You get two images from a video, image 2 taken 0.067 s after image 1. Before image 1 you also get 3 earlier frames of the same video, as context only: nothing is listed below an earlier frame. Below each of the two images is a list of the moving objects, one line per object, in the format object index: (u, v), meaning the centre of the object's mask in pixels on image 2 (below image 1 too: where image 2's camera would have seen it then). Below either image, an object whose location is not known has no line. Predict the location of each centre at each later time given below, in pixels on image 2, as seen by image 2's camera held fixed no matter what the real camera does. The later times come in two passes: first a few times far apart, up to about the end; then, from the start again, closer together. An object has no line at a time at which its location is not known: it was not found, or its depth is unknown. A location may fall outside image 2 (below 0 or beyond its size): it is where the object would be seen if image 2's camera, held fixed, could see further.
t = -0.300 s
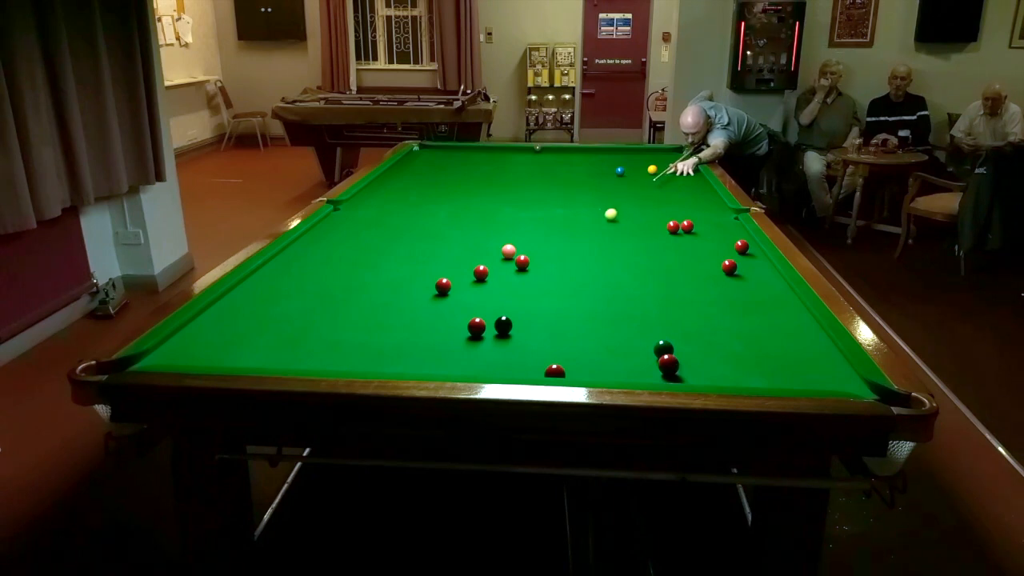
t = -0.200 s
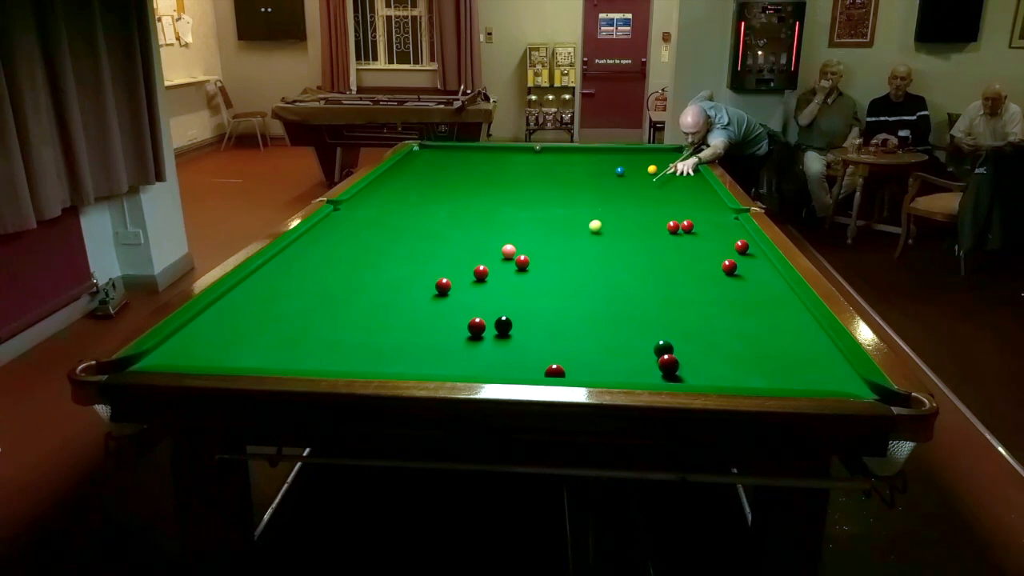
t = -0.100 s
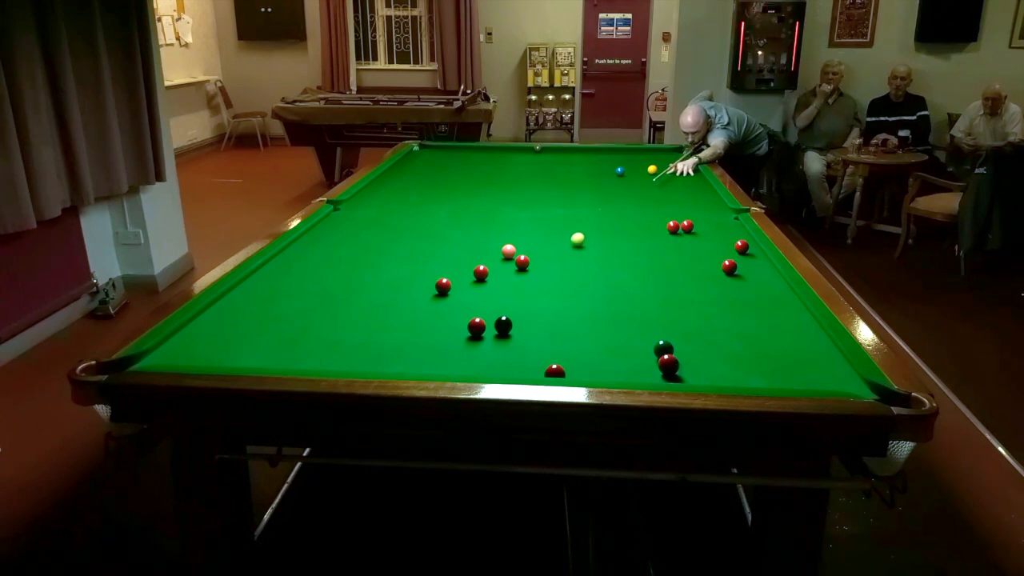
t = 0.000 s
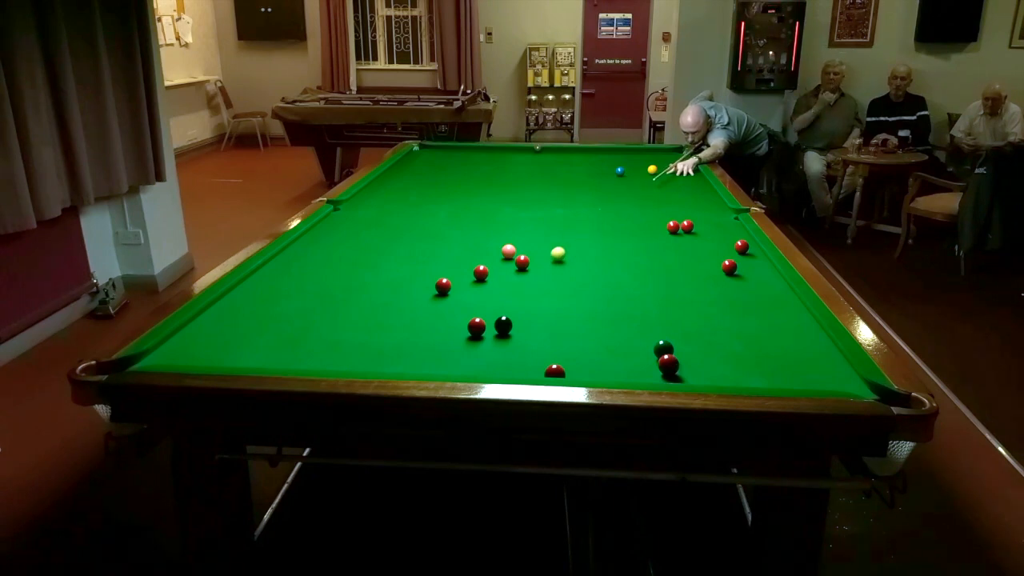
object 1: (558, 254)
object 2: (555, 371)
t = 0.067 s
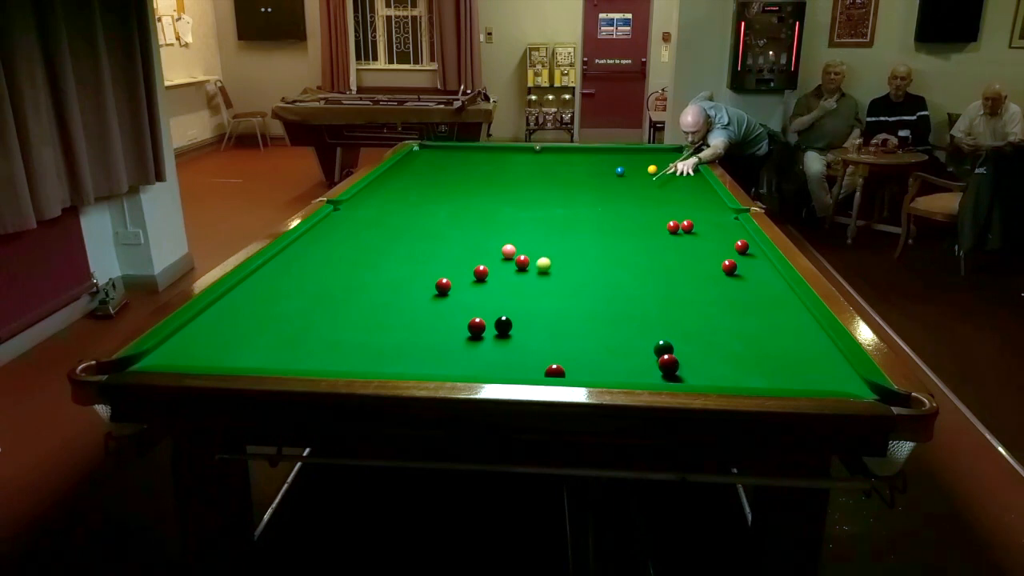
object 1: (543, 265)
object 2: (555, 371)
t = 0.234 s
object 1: (500, 296)
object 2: (555, 371)
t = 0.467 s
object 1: (399, 339)
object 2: (555, 371)
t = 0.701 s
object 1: (292, 355)
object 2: (555, 371)
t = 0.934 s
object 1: (249, 326)
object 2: (585, 373)
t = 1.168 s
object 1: (221, 304)
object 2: (610, 373)
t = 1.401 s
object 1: (284, 288)
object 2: (632, 374)
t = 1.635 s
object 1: (337, 274)
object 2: (653, 374)
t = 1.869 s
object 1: (383, 262)
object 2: (671, 374)
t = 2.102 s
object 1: (423, 251)
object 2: (687, 375)
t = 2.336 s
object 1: (459, 242)
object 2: (701, 375)
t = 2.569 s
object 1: (490, 233)
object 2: (714, 375)
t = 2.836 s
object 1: (522, 225)
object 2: (725, 375)
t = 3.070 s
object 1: (546, 218)
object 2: (733, 376)
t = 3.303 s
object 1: (568, 212)
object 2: (738, 376)
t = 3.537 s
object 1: (588, 206)
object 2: (742, 376)
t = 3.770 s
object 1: (606, 201)
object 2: (742, 376)
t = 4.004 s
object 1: (622, 196)
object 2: (742, 376)
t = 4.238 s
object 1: (637, 192)
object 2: (742, 376)
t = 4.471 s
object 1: (650, 188)
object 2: (742, 376)
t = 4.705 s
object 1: (662, 184)
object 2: (742, 376)
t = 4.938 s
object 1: (673, 181)
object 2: (742, 376)
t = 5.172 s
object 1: (683, 178)
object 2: (741, 376)
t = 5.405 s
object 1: (692, 175)
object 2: (742, 376)
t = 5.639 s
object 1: (695, 173)
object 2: (742, 376)
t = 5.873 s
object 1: (689, 171)
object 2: (742, 376)
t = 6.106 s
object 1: (683, 170)
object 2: (742, 376)
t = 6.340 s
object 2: (742, 376)
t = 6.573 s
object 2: (742, 376)
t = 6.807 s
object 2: (742, 376)
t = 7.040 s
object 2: (742, 376)
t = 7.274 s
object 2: (742, 376)
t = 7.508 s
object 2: (741, 376)
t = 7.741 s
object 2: (742, 376)
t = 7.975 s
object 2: (742, 376)
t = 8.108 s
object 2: (742, 376)
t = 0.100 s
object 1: (535, 270)
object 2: (555, 371)
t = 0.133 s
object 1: (527, 277)
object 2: (555, 371)
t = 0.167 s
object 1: (519, 283)
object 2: (555, 371)
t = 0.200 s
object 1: (510, 290)
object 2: (555, 371)
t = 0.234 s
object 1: (500, 296)
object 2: (555, 371)
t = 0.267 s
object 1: (490, 303)
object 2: (555, 371)
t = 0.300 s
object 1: (480, 310)
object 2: (555, 371)
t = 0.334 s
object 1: (468, 317)
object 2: (555, 371)
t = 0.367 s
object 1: (452, 324)
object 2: (555, 371)
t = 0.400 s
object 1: (435, 328)
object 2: (555, 371)
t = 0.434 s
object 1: (417, 333)
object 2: (555, 371)
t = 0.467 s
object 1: (399, 339)
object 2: (555, 371)
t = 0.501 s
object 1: (381, 344)
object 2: (555, 371)
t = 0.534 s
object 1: (362, 349)
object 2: (555, 371)
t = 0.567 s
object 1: (342, 356)
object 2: (555, 371)
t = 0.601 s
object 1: (322, 360)
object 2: (555, 371)
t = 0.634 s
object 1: (303, 363)
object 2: (555, 371)
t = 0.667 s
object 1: (297, 360)
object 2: (555, 371)
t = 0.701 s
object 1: (292, 355)
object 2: (555, 371)
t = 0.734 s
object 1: (286, 350)
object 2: (561, 371)
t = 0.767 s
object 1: (280, 345)
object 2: (566, 372)
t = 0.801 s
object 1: (273, 341)
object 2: (570, 372)
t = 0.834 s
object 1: (267, 338)
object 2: (574, 373)
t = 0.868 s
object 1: (261, 334)
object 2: (578, 373)
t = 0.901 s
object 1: (255, 330)
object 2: (582, 373)
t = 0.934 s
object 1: (249, 326)
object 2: (585, 373)
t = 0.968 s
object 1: (243, 323)
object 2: (589, 373)
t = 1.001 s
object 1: (237, 319)
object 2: (593, 373)
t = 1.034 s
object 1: (232, 316)
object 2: (596, 373)
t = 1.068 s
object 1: (227, 313)
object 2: (600, 373)
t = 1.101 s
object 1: (221, 310)
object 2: (603, 373)
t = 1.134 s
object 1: (216, 306)
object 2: (607, 373)
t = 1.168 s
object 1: (221, 304)
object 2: (610, 373)
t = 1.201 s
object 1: (232, 301)
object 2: (613, 373)
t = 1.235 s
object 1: (242, 299)
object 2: (617, 374)
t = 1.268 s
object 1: (251, 297)
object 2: (620, 374)
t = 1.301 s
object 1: (259, 295)
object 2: (623, 374)
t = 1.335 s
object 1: (268, 292)
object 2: (626, 374)
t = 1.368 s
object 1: (276, 290)
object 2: (629, 374)
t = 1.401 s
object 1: (284, 288)
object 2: (632, 374)
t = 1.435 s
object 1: (292, 286)
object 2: (636, 374)
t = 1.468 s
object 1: (300, 284)
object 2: (639, 374)
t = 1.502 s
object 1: (308, 282)
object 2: (642, 374)
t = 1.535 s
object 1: (315, 280)
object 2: (644, 374)
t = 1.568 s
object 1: (323, 278)
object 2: (647, 374)
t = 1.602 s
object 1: (330, 276)
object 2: (650, 374)
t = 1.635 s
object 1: (337, 274)
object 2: (653, 374)
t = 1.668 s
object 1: (344, 272)
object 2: (655, 374)
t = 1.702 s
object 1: (351, 271)
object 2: (659, 374)
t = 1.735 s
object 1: (358, 269)
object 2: (661, 374)
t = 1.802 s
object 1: (371, 266)
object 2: (666, 374)
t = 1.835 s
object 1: (377, 264)
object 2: (668, 374)
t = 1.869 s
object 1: (383, 262)
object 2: (671, 374)
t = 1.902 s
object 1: (389, 261)
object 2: (673, 374)
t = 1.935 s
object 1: (395, 259)
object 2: (675, 374)
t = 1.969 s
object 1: (401, 257)
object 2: (678, 374)
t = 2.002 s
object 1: (407, 256)
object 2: (680, 375)
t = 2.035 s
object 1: (413, 254)
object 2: (683, 375)
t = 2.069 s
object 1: (418, 253)
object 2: (685, 375)
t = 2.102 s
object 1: (423, 251)
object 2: (687, 375)
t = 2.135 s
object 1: (429, 250)
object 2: (689, 375)
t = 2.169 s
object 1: (434, 249)
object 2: (692, 375)
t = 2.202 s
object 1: (439, 247)
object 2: (693, 375)
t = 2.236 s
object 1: (444, 246)
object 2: (696, 375)
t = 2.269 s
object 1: (449, 244)
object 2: (698, 375)
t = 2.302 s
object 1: (454, 243)
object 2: (700, 375)
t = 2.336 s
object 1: (459, 242)
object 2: (701, 375)
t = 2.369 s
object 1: (463, 240)
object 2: (703, 375)
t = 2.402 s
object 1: (468, 239)
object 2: (705, 375)
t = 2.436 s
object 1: (473, 238)
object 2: (707, 375)
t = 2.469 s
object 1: (477, 237)
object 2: (709, 375)
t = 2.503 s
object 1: (481, 236)
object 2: (710, 375)
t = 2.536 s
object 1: (486, 234)
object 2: (712, 375)
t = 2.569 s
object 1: (490, 233)
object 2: (714, 375)
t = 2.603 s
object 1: (494, 232)
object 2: (715, 375)
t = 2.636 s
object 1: (498, 231)
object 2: (717, 375)
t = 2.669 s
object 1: (502, 230)
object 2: (718, 375)
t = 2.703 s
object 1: (506, 229)
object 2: (719, 375)
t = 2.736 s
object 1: (510, 227)
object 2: (721, 375)
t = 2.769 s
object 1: (514, 226)
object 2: (722, 375)
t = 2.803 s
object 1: (518, 225)
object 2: (724, 375)
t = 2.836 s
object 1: (522, 225)
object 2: (725, 375)
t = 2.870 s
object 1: (525, 224)
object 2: (726, 375)
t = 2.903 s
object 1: (529, 223)
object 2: (727, 375)
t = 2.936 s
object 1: (532, 222)
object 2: (728, 376)
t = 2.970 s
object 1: (536, 220)
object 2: (729, 376)
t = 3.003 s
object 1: (540, 220)
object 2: (730, 376)
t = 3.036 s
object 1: (543, 218)
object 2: (732, 376)
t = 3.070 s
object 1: (546, 218)
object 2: (733, 376)
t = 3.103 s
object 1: (549, 217)
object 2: (733, 376)
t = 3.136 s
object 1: (553, 216)
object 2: (734, 376)
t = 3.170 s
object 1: (556, 215)
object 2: (735, 376)
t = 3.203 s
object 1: (559, 214)
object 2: (736, 376)
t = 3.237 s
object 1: (562, 213)
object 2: (737, 376)
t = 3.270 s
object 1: (565, 212)
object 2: (738, 376)
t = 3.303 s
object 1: (568, 212)
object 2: (738, 376)
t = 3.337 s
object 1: (571, 210)
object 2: (739, 376)
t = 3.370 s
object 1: (574, 210)
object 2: (739, 376)
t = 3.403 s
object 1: (577, 209)
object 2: (740, 376)
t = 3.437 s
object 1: (580, 208)
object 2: (740, 376)
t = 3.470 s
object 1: (582, 207)
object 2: (741, 376)
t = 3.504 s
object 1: (585, 207)
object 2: (741, 376)
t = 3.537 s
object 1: (588, 206)
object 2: (742, 376)
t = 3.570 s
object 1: (591, 205)
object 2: (742, 376)
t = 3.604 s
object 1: (593, 204)
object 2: (742, 376)
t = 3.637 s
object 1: (596, 204)
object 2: (742, 376)
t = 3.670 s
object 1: (598, 203)
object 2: (742, 376)
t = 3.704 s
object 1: (601, 202)
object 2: (742, 376)
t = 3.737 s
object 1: (603, 202)
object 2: (742, 376)
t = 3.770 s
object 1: (606, 201)
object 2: (742, 376)
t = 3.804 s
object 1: (608, 200)
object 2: (742, 376)
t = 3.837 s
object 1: (611, 199)
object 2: (742, 376)
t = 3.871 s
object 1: (613, 199)
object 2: (742, 376)
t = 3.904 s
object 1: (615, 198)
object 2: (742, 376)
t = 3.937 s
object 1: (618, 197)
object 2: (742, 376)
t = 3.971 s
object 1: (620, 197)
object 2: (742, 376)
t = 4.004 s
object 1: (622, 196)
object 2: (742, 376)
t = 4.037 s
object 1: (624, 196)
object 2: (742, 376)
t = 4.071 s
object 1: (626, 195)
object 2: (742, 376)
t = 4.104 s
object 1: (629, 194)
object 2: (742, 376)
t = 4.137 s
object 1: (631, 194)
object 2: (742, 376)
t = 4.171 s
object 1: (633, 193)
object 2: (742, 376)
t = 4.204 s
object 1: (635, 193)
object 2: (742, 376)
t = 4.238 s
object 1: (637, 192)
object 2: (742, 376)
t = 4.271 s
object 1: (639, 191)
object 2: (742, 376)
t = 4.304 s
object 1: (641, 191)
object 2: (742, 376)
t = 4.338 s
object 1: (643, 190)
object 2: (742, 376)
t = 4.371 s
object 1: (645, 190)
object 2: (742, 376)
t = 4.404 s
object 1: (647, 189)
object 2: (742, 376)
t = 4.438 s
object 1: (648, 189)
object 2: (742, 376)
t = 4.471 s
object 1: (650, 188)
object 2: (742, 376)
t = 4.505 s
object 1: (652, 187)
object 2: (742, 376)
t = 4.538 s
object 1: (654, 187)
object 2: (742, 376)
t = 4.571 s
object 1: (656, 186)
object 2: (742, 376)
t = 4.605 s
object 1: (657, 186)
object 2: (742, 376)
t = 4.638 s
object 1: (659, 185)
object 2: (742, 376)
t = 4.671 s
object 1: (661, 185)
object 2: (742, 376)
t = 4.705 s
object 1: (662, 184)
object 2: (742, 376)
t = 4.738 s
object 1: (664, 184)
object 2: (742, 376)
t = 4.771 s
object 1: (665, 184)
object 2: (742, 376)
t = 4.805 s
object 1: (667, 183)
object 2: (742, 376)
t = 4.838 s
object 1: (669, 183)
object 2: (742, 376)
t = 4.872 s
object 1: (670, 182)
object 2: (742, 376)
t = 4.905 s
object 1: (672, 182)
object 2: (742, 376)
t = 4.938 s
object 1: (673, 181)
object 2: (742, 376)
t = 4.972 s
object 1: (675, 181)
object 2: (742, 376)
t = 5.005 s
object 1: (676, 180)
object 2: (742, 376)
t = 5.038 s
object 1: (678, 180)
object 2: (742, 376)
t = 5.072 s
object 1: (679, 179)
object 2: (742, 376)
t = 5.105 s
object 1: (681, 179)
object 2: (742, 376)
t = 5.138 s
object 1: (682, 178)
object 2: (741, 376)
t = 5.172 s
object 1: (683, 178)
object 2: (741, 376)
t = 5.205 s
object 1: (685, 178)
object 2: (741, 376)
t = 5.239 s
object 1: (686, 178)
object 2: (741, 376)
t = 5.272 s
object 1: (687, 177)
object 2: (742, 376)
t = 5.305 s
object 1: (689, 177)
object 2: (741, 376)
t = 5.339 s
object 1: (690, 176)
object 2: (742, 376)
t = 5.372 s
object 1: (691, 176)
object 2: (742, 376)
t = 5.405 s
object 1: (692, 175)
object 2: (742, 376)
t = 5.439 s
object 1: (694, 175)
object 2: (742, 376)
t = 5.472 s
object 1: (695, 175)
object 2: (742, 376)
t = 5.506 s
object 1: (696, 174)
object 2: (742, 376)
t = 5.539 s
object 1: (697, 174)
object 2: (742, 376)
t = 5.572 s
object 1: (698, 174)
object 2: (742, 376)
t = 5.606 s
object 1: (696, 173)
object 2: (741, 376)
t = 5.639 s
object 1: (695, 173)
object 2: (742, 376)
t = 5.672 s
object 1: (694, 173)
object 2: (742, 376)
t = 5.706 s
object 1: (693, 173)
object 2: (741, 376)
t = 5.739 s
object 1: (692, 172)
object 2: (742, 376)
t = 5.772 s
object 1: (691, 172)
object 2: (741, 376)
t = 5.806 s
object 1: (690, 172)
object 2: (741, 376)
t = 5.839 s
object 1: (689, 172)
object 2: (742, 376)
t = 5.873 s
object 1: (689, 171)
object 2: (742, 376)
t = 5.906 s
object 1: (688, 171)
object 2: (742, 376)
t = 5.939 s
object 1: (687, 171)
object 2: (741, 376)
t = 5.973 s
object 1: (686, 171)
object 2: (742, 376)
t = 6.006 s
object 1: (685, 170)
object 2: (742, 376)
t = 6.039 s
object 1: (684, 170)
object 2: (742, 376)
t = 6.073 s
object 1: (683, 170)
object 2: (741, 376)
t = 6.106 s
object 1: (683, 170)
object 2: (742, 376)
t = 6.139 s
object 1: (682, 170)
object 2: (742, 376)
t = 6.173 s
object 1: (681, 169)
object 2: (741, 376)
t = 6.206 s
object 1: (680, 169)
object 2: (742, 376)
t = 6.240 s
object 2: (742, 376)
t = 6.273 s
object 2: (742, 376)
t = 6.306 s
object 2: (742, 376)
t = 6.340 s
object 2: (742, 376)
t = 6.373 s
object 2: (742, 376)
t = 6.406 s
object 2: (742, 376)
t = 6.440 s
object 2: (742, 376)
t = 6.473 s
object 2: (742, 376)
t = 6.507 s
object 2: (741, 376)
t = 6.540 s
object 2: (742, 376)
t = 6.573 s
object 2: (742, 376)
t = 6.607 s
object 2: (741, 376)
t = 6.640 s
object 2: (742, 376)
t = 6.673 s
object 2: (742, 376)
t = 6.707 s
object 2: (742, 376)
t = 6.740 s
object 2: (742, 376)
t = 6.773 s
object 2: (742, 376)
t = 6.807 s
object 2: (742, 376)
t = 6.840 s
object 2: (742, 376)
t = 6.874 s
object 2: (742, 376)
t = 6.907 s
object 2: (742, 376)
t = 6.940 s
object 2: (742, 376)
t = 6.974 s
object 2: (742, 376)
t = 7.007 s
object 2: (742, 376)
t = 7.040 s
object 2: (742, 376)
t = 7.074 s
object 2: (741, 376)
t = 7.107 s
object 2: (742, 376)
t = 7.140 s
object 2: (741, 376)
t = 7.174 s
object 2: (742, 376)
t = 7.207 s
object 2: (742, 376)
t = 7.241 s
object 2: (742, 376)
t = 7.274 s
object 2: (742, 376)
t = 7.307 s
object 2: (741, 376)
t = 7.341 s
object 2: (742, 376)
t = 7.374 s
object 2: (742, 376)
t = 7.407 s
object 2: (741, 376)
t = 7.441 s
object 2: (742, 376)
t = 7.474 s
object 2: (742, 376)
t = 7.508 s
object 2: (741, 376)
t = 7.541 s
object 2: (742, 376)
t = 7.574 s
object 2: (741, 376)
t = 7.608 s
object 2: (742, 376)
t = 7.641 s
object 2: (741, 376)
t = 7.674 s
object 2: (741, 376)
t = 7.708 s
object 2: (742, 376)
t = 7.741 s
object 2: (742, 376)
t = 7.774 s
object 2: (741, 376)
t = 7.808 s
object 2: (742, 376)
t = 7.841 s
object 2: (741, 376)
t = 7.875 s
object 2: (742, 376)
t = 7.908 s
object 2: (741, 376)
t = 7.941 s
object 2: (741, 376)
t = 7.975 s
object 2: (742, 376)
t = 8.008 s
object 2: (742, 376)
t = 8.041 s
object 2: (742, 376)
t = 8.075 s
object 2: (741, 376)
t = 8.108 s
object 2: (742, 376)
